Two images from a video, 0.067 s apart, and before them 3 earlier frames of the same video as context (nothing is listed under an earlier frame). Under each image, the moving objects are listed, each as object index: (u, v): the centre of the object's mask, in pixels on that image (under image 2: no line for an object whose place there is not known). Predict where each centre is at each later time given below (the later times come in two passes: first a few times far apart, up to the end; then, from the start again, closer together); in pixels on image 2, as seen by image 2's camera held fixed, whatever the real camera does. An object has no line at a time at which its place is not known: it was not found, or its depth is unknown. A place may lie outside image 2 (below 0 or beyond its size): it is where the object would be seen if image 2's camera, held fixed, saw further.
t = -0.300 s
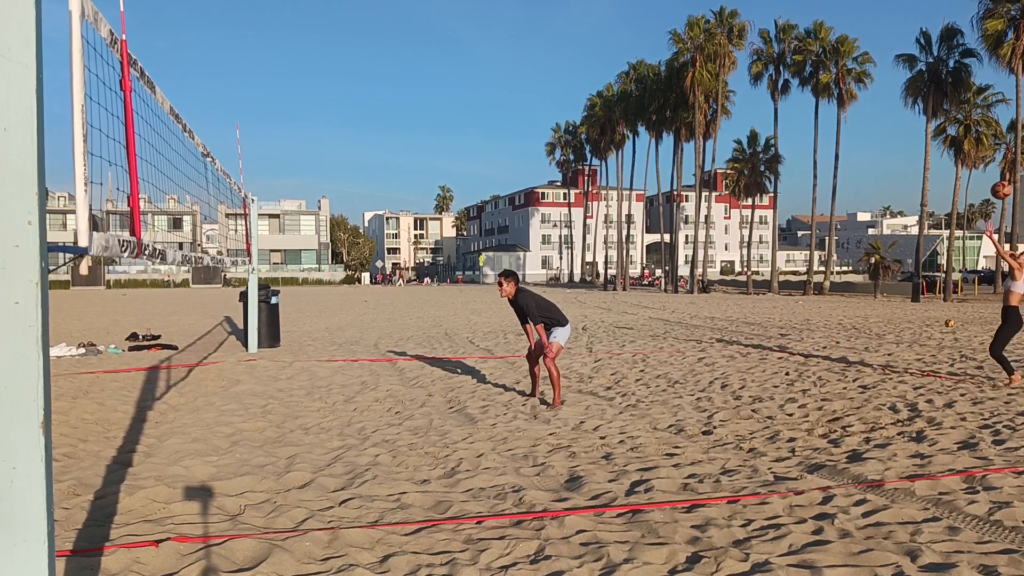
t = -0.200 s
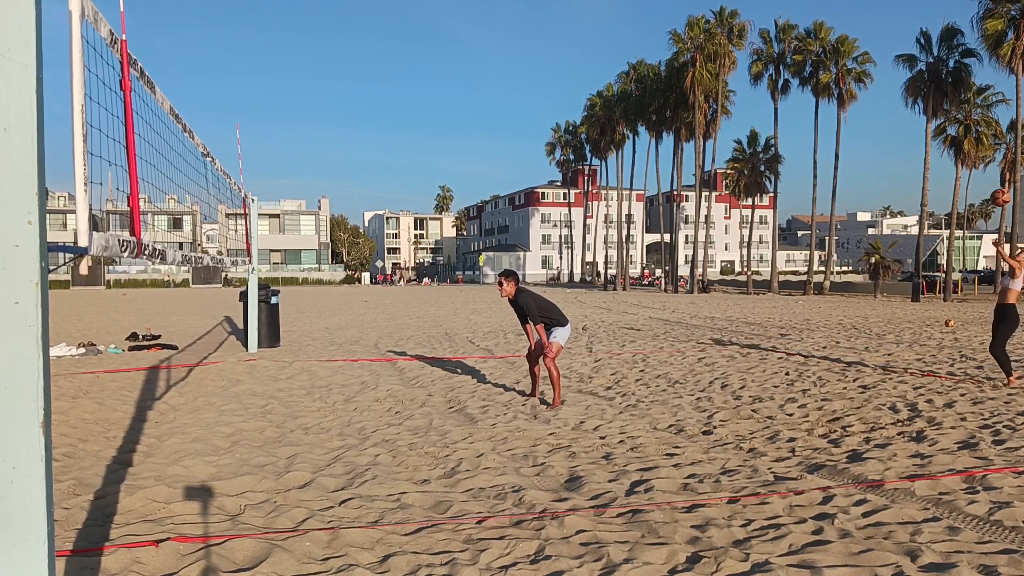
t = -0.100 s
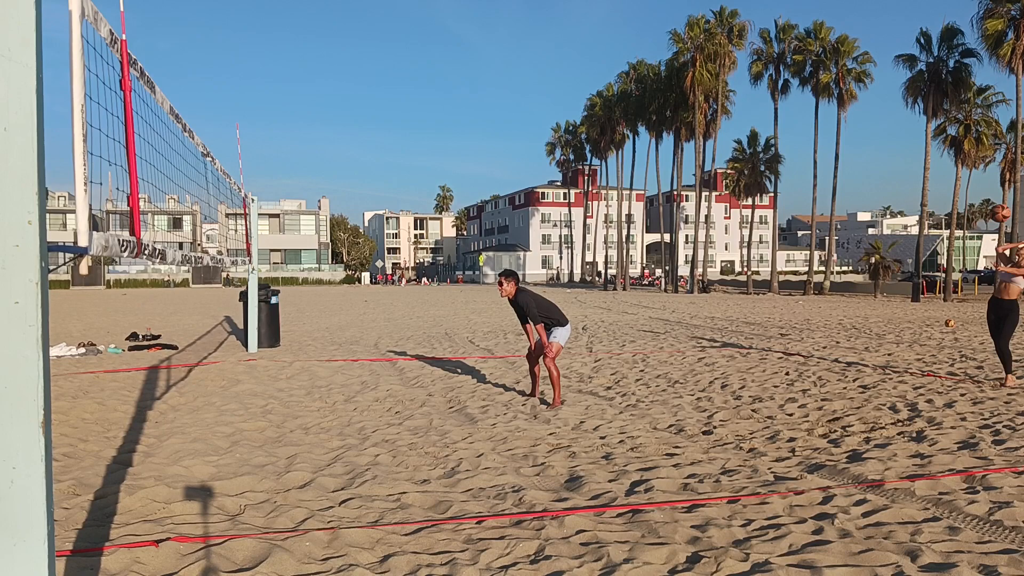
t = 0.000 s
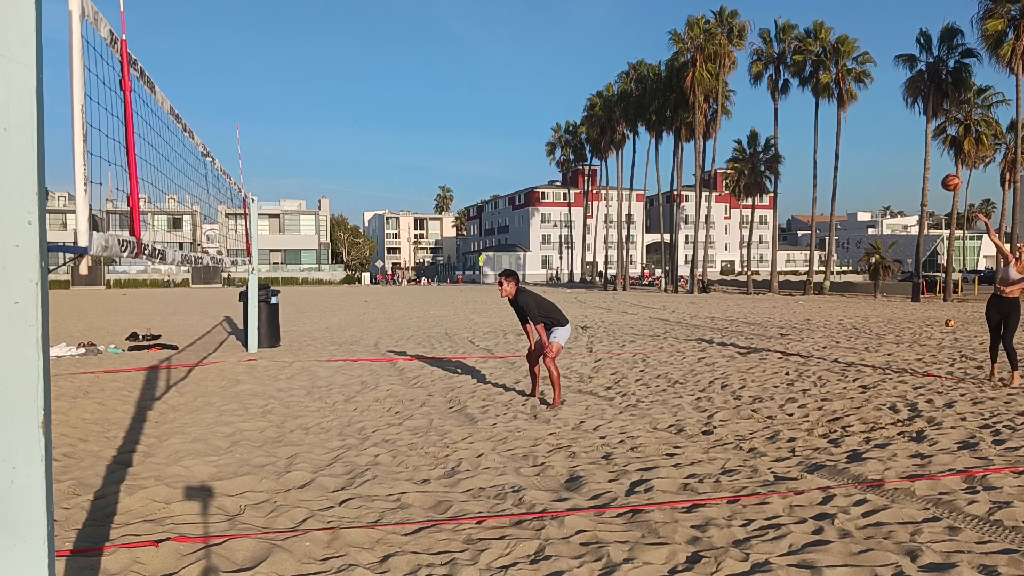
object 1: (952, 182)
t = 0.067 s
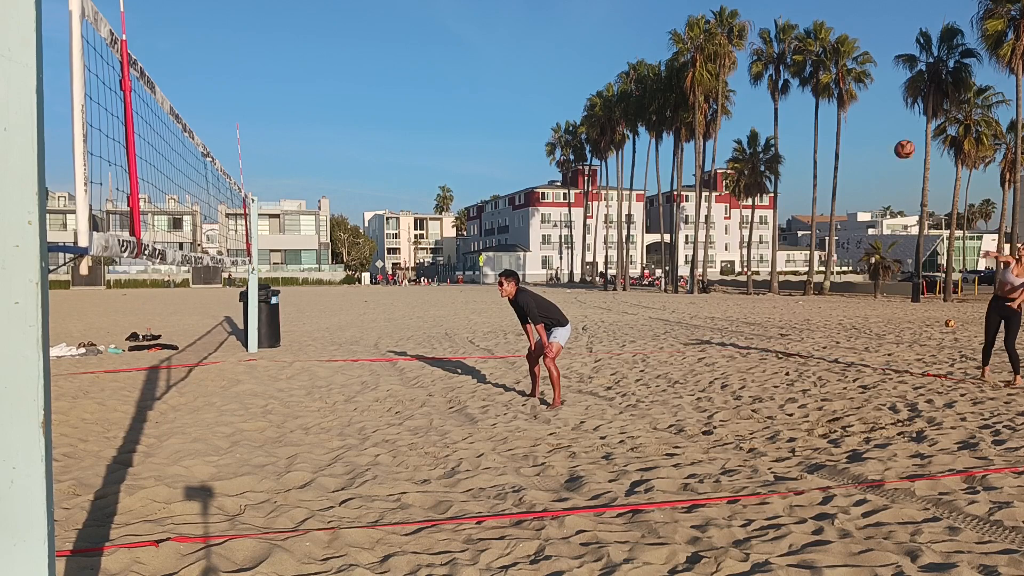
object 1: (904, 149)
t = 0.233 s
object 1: (787, 77)
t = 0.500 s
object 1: (584, 11)
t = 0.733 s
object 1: (396, 9)
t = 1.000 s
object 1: (171, 86)
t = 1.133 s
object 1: (58, 158)
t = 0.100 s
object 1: (881, 133)
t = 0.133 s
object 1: (857, 118)
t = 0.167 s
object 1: (834, 104)
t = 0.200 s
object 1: (813, 90)
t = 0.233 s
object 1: (787, 77)
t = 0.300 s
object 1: (737, 55)
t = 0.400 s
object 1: (661, 29)
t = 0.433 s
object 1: (636, 22)
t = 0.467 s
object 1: (610, 16)
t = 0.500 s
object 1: (584, 11)
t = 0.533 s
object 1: (558, 9)
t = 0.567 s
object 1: (531, 7)
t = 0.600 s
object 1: (505, 7)
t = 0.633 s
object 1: (478, 7)
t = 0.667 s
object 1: (451, 7)
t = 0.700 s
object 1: (424, 7)
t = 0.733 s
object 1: (396, 9)
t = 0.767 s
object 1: (368, 12)
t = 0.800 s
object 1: (340, 18)
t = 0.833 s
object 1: (312, 25)
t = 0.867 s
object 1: (283, 34)
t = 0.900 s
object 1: (255, 45)
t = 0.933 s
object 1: (227, 57)
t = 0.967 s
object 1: (199, 71)
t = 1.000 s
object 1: (171, 86)
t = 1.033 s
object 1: (143, 102)
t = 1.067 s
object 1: (114, 120)
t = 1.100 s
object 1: (93, 139)
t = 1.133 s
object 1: (58, 158)
